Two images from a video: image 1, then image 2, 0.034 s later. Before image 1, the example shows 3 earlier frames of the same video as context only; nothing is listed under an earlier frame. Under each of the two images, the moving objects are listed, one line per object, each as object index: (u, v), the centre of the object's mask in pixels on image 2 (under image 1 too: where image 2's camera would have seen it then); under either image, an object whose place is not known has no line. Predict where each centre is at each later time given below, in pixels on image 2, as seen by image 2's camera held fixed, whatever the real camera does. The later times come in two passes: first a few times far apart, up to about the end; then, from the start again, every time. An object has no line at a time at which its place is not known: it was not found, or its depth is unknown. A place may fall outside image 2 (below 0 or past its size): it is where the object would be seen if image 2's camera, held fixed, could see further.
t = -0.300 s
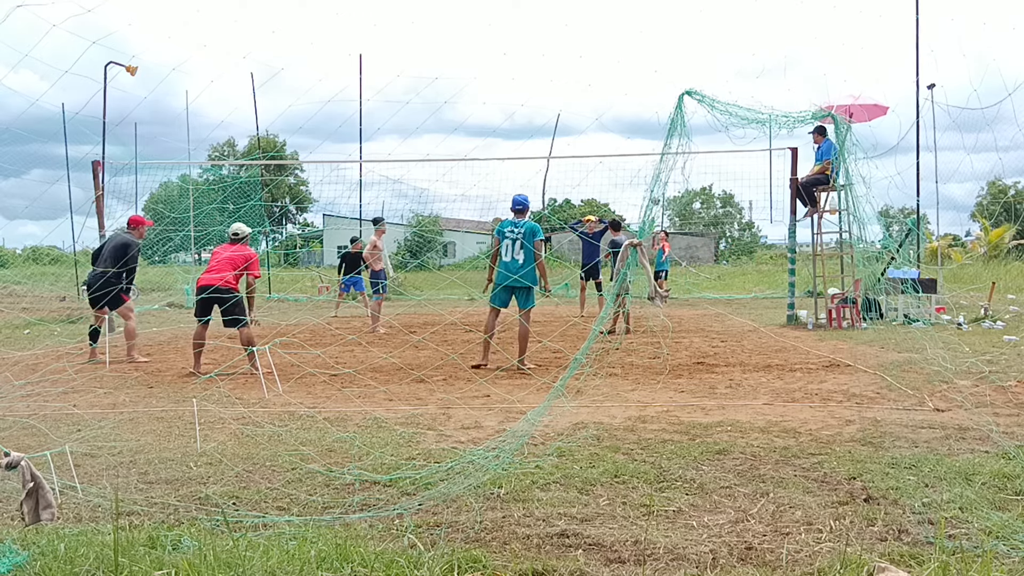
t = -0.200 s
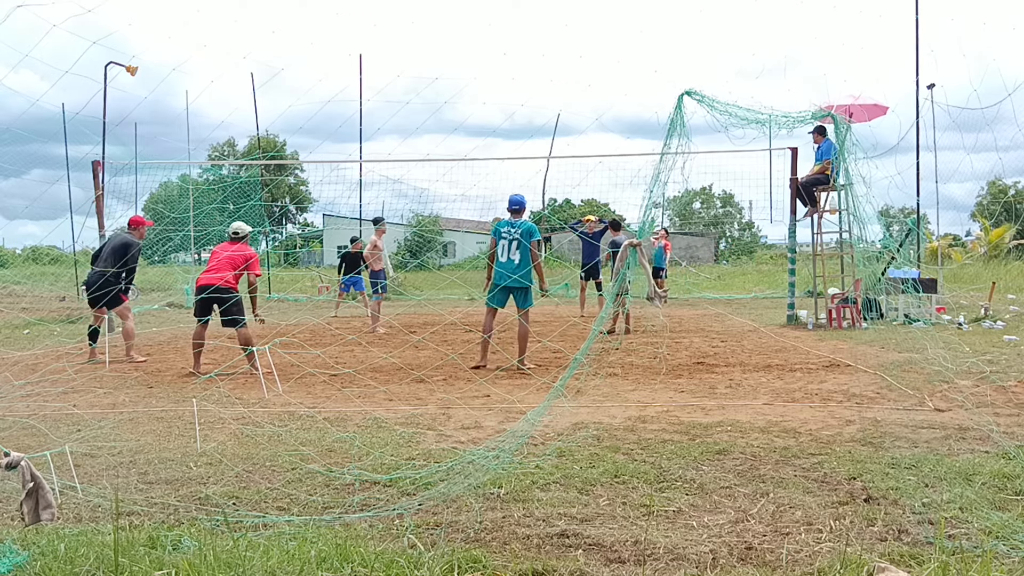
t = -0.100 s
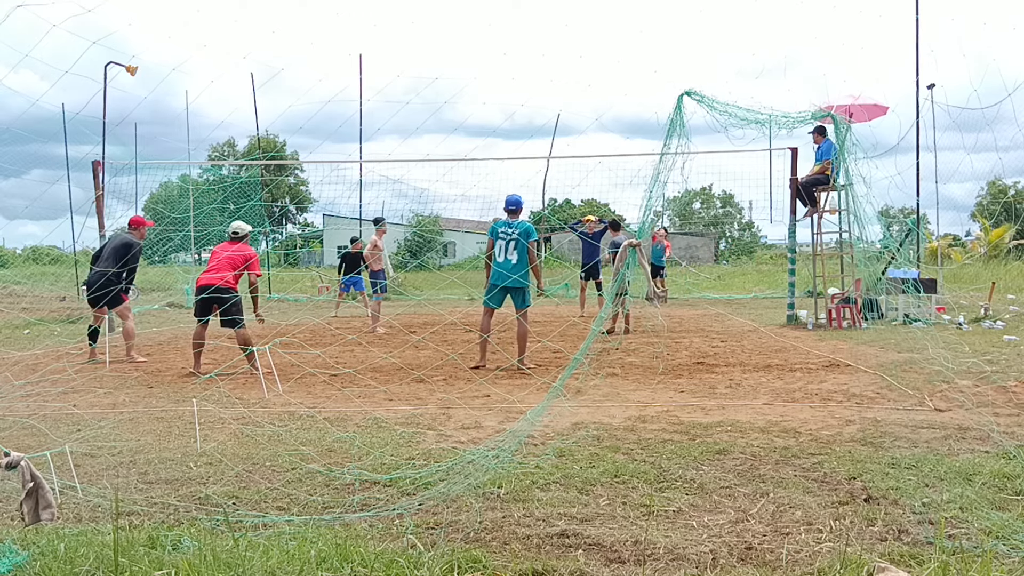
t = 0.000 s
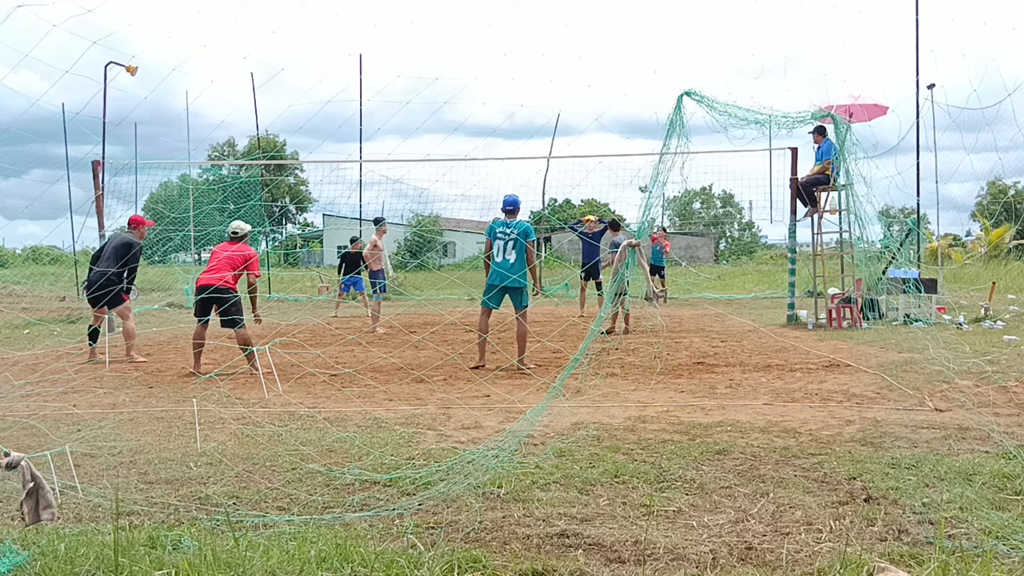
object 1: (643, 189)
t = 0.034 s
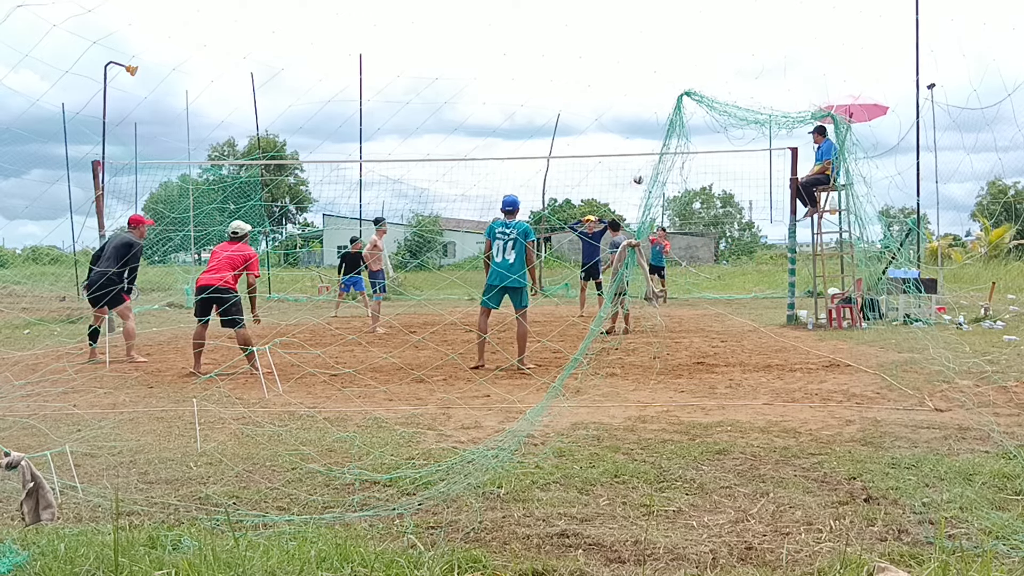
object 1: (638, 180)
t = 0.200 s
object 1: (610, 139)
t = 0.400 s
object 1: (571, 100)
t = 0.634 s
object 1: (511, 79)
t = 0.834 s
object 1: (449, 91)
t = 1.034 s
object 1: (371, 148)
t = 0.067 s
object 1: (633, 171)
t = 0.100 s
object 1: (627, 163)
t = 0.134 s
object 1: (622, 155)
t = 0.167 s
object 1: (616, 146)
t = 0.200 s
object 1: (610, 139)
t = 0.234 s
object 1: (604, 131)
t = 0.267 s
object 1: (598, 124)
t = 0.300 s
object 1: (591, 118)
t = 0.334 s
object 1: (585, 112)
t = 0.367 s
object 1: (578, 106)
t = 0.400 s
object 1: (571, 100)
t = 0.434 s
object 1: (563, 95)
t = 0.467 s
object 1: (555, 91)
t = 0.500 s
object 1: (547, 87)
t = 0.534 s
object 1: (538, 84)
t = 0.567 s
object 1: (529, 81)
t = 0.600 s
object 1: (520, 80)
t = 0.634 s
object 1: (511, 79)
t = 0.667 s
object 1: (501, 78)
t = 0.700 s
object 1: (491, 79)
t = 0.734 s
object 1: (481, 80)
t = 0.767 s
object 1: (471, 83)
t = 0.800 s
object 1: (460, 87)
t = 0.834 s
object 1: (449, 91)
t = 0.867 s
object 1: (438, 97)
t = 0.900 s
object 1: (426, 104)
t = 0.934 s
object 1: (413, 112)
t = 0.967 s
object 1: (400, 122)
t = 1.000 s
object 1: (386, 135)
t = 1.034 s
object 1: (371, 148)
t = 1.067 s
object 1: (356, 164)
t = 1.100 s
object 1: (339, 180)
